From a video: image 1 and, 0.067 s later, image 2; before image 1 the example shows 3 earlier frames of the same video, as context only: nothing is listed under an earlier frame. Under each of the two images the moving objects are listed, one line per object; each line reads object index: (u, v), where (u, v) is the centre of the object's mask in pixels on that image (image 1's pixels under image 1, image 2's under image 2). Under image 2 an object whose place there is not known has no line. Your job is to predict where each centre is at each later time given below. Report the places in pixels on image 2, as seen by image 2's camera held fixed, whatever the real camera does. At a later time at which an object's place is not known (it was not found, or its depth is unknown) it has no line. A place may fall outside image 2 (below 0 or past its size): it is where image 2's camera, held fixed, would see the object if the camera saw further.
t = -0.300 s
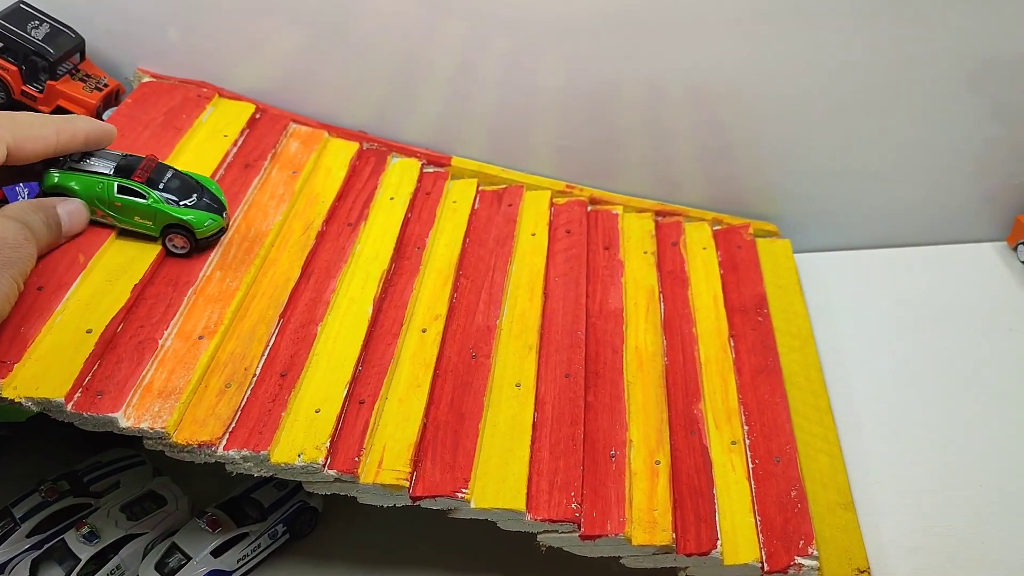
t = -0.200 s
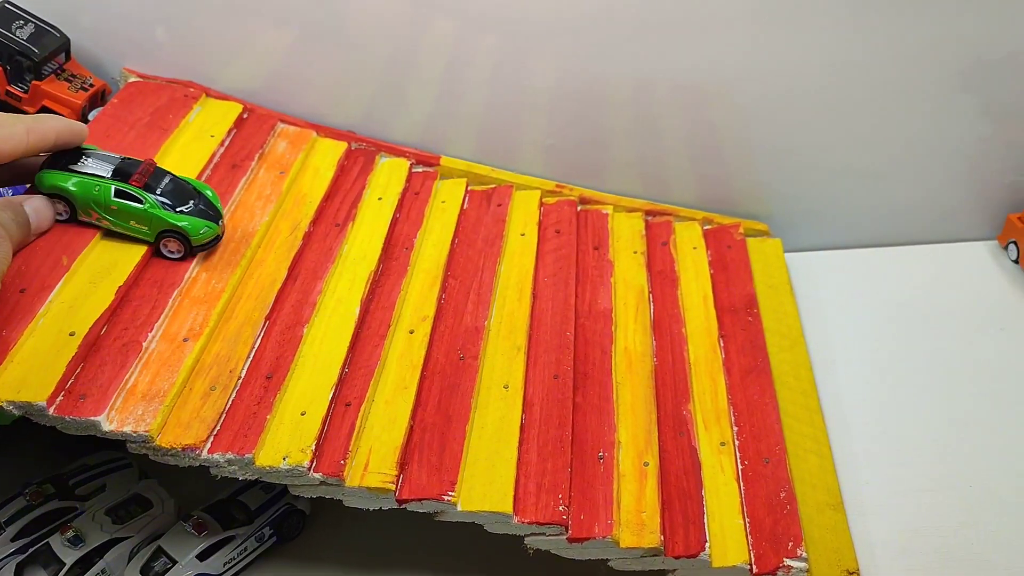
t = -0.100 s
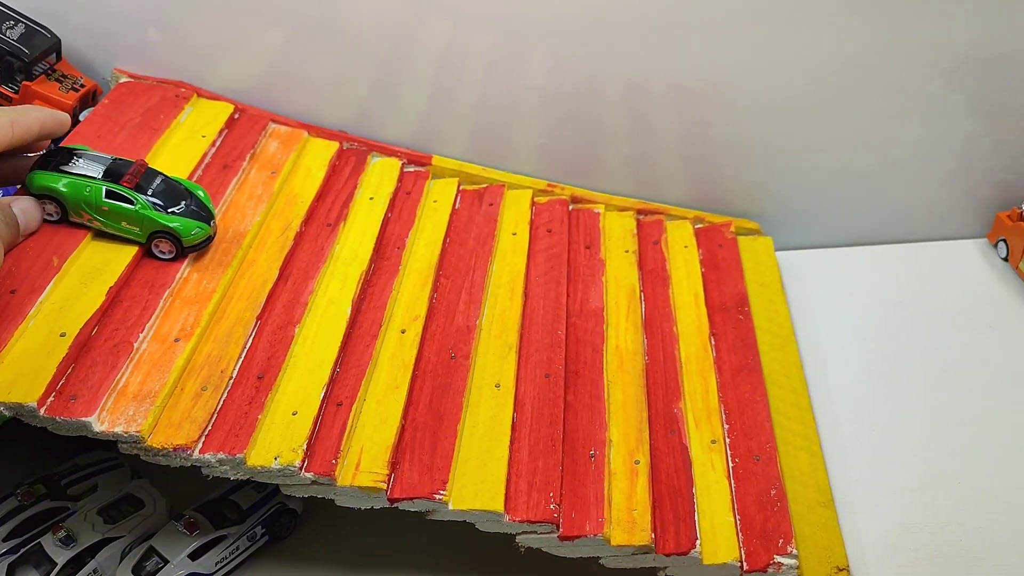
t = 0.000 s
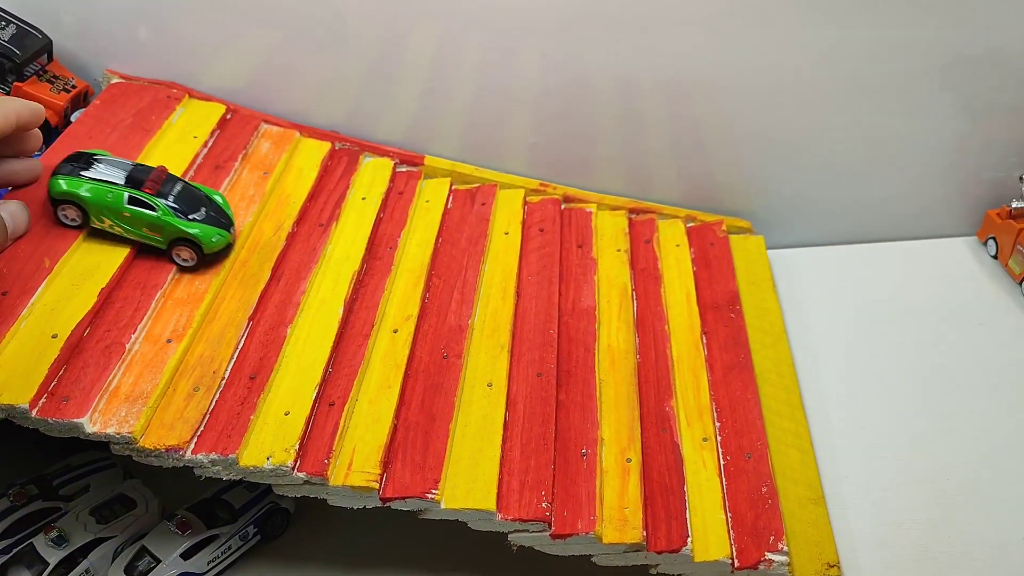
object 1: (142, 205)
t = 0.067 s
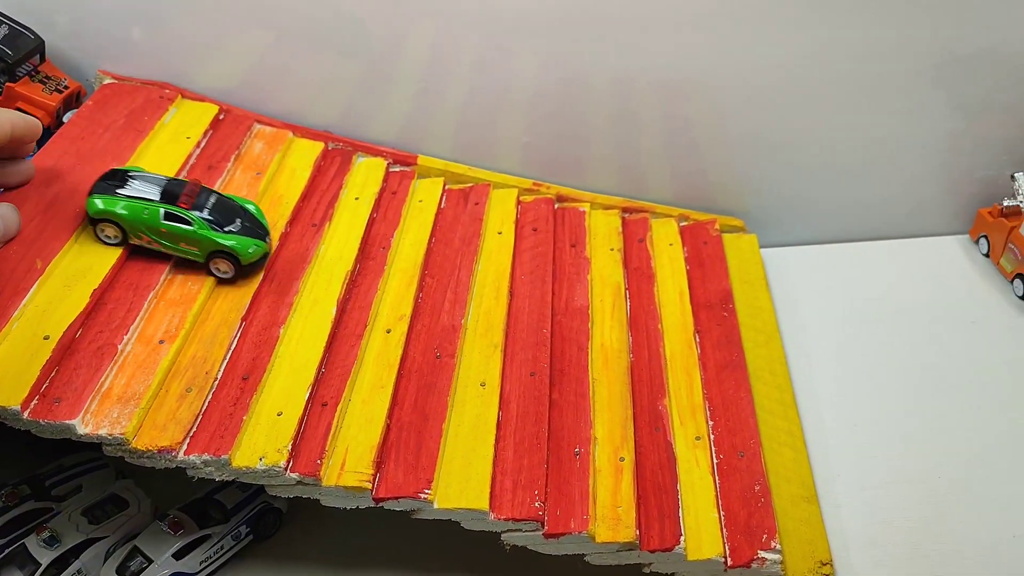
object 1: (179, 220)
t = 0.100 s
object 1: (206, 228)
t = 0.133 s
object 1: (236, 238)
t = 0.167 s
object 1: (271, 243)
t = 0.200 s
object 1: (309, 255)
